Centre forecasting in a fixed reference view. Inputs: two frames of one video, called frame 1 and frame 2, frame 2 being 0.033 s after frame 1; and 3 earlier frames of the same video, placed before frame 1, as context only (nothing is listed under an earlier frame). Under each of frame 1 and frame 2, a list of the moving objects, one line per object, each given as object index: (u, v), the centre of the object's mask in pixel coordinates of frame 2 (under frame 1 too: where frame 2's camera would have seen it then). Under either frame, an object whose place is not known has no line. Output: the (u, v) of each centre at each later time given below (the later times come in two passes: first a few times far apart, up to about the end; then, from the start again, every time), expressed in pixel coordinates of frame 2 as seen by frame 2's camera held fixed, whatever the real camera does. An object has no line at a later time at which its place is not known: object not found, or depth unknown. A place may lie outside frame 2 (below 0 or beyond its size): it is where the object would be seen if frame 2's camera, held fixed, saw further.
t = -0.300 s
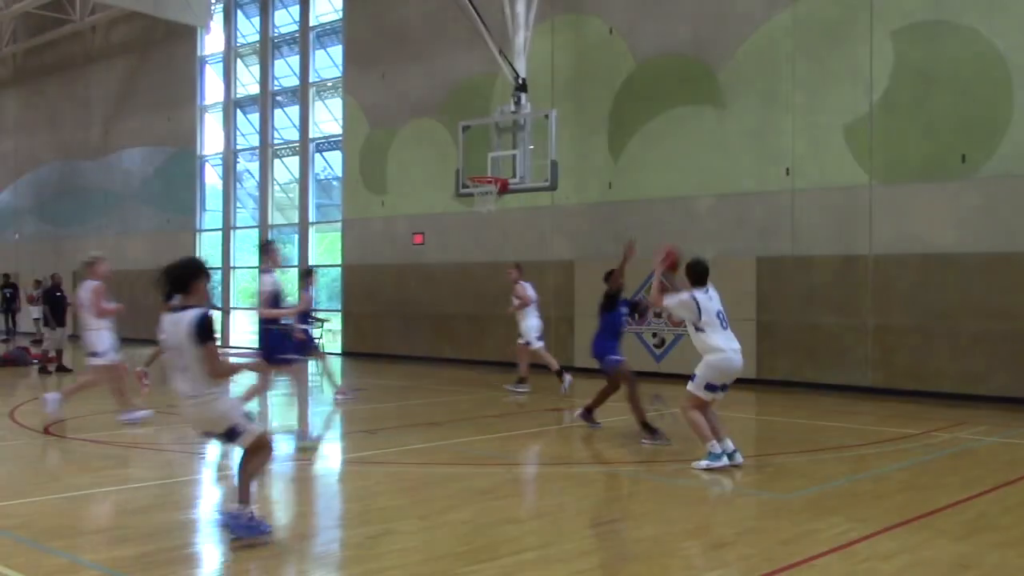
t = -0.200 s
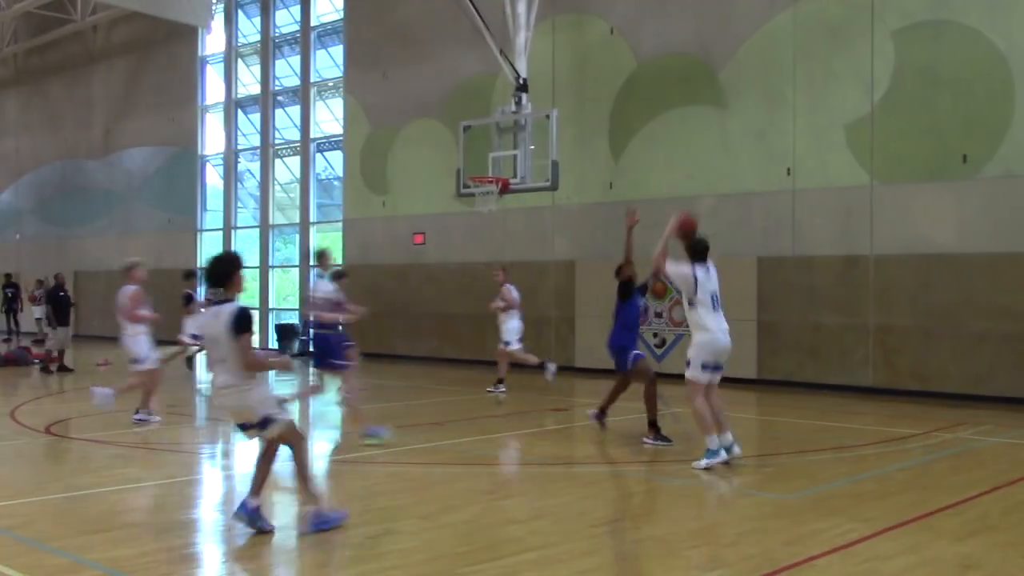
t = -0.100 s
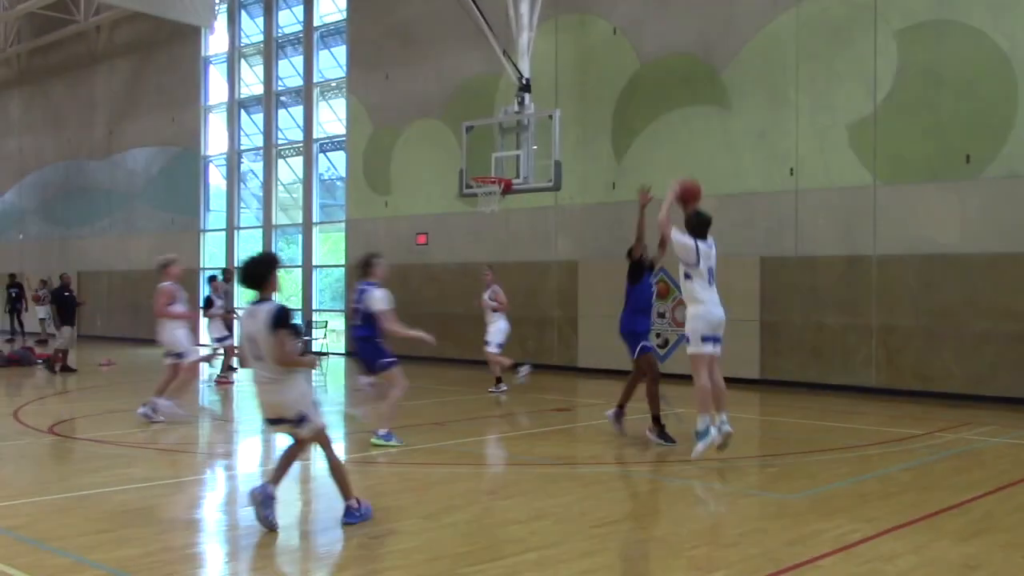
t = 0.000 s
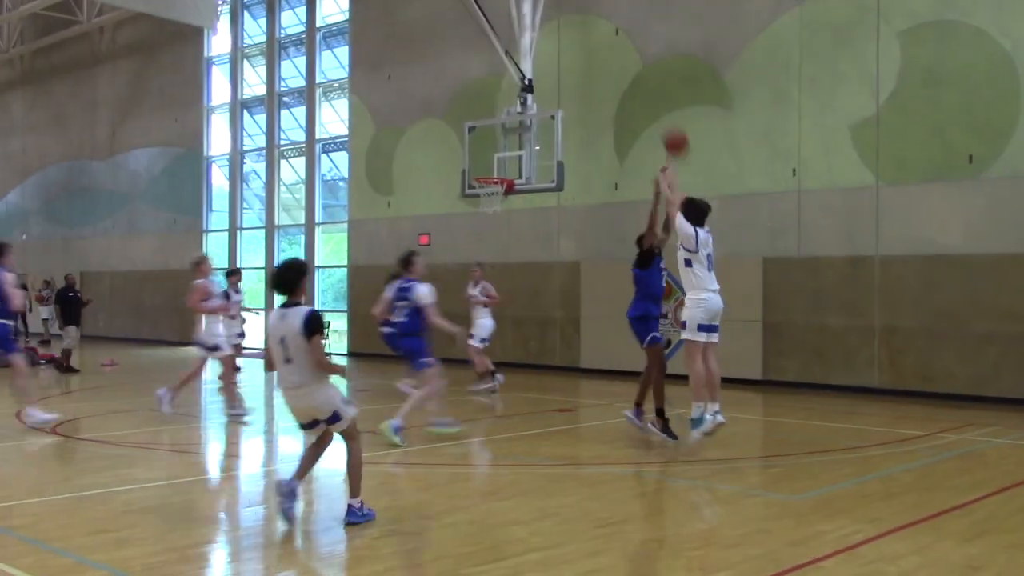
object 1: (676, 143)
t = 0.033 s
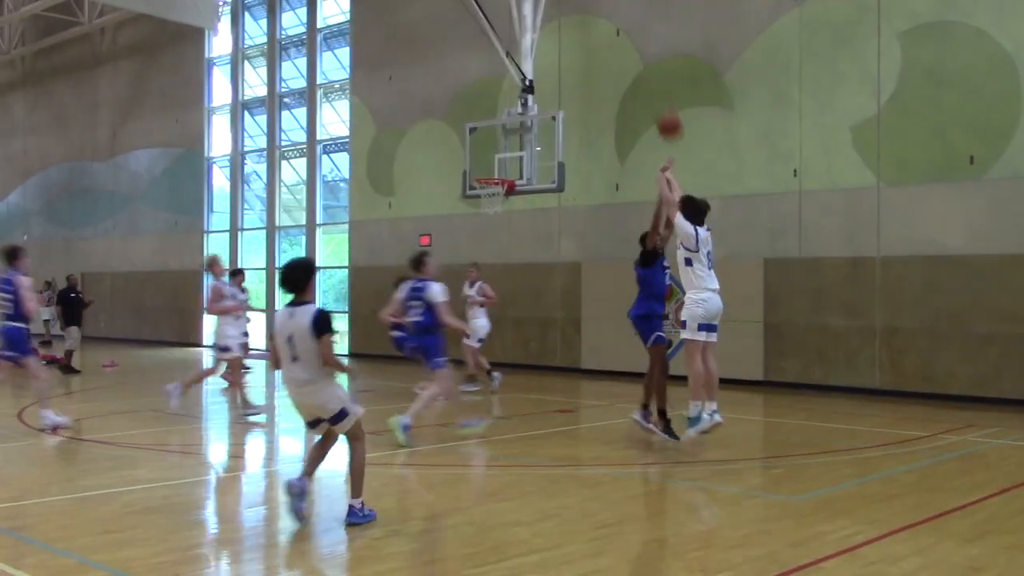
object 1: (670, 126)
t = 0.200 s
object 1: (635, 61)
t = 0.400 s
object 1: (601, 26)
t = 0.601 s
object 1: (573, 29)
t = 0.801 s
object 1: (549, 62)
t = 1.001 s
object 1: (528, 119)
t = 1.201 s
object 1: (496, 179)
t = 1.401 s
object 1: (470, 207)
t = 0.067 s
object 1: (662, 110)
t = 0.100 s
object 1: (655, 96)
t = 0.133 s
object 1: (648, 83)
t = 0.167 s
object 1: (641, 71)
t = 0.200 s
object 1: (635, 61)
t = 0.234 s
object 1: (629, 52)
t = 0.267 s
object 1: (623, 45)
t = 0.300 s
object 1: (617, 38)
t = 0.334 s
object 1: (611, 33)
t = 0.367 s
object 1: (607, 30)
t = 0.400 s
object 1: (601, 26)
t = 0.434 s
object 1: (596, 24)
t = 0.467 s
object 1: (591, 24)
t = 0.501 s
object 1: (586, 24)
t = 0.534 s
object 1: (582, 25)
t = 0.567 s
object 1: (578, 27)
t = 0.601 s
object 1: (573, 29)
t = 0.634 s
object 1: (569, 33)
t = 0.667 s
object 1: (565, 38)
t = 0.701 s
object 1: (561, 43)
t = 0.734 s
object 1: (557, 48)
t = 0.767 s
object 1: (553, 55)
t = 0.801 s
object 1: (549, 62)
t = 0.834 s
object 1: (545, 70)
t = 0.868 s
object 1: (542, 79)
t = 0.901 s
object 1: (538, 88)
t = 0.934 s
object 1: (536, 96)
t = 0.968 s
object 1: (533, 107)
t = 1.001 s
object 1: (528, 119)
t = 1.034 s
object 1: (524, 130)
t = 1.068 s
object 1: (521, 142)
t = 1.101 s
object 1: (519, 153)
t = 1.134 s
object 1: (510, 162)
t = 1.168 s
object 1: (503, 170)
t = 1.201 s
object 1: (496, 179)
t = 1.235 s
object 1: (487, 187)
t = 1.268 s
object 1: (482, 197)
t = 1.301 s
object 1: (478, 200)
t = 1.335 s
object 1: (475, 201)
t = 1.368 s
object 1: (473, 204)
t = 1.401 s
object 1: (470, 207)
